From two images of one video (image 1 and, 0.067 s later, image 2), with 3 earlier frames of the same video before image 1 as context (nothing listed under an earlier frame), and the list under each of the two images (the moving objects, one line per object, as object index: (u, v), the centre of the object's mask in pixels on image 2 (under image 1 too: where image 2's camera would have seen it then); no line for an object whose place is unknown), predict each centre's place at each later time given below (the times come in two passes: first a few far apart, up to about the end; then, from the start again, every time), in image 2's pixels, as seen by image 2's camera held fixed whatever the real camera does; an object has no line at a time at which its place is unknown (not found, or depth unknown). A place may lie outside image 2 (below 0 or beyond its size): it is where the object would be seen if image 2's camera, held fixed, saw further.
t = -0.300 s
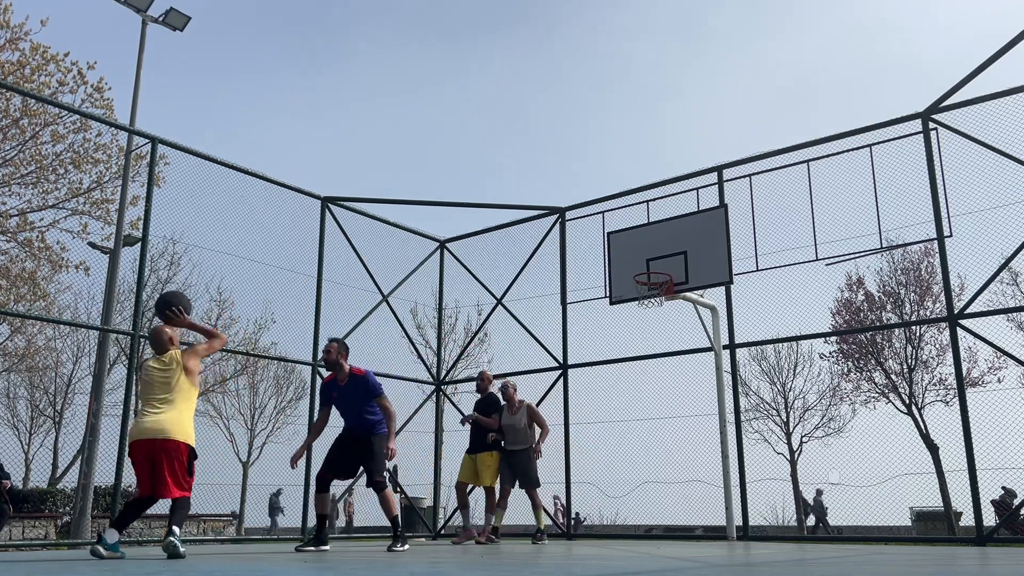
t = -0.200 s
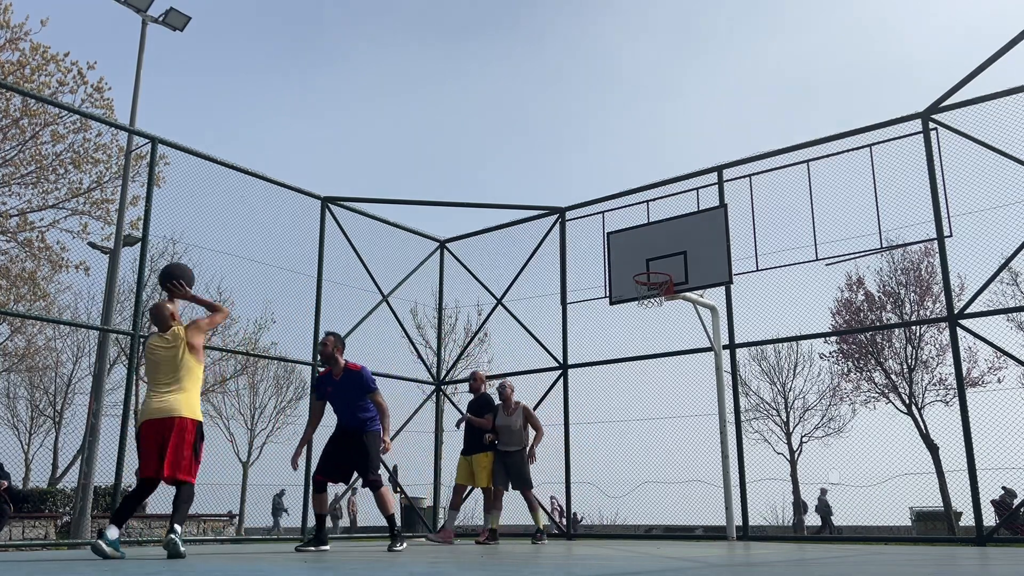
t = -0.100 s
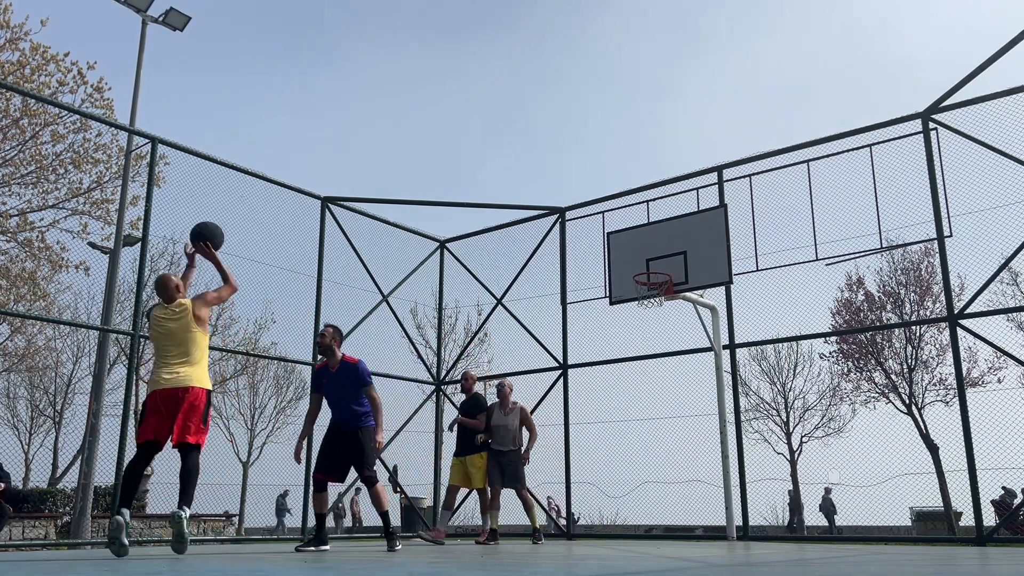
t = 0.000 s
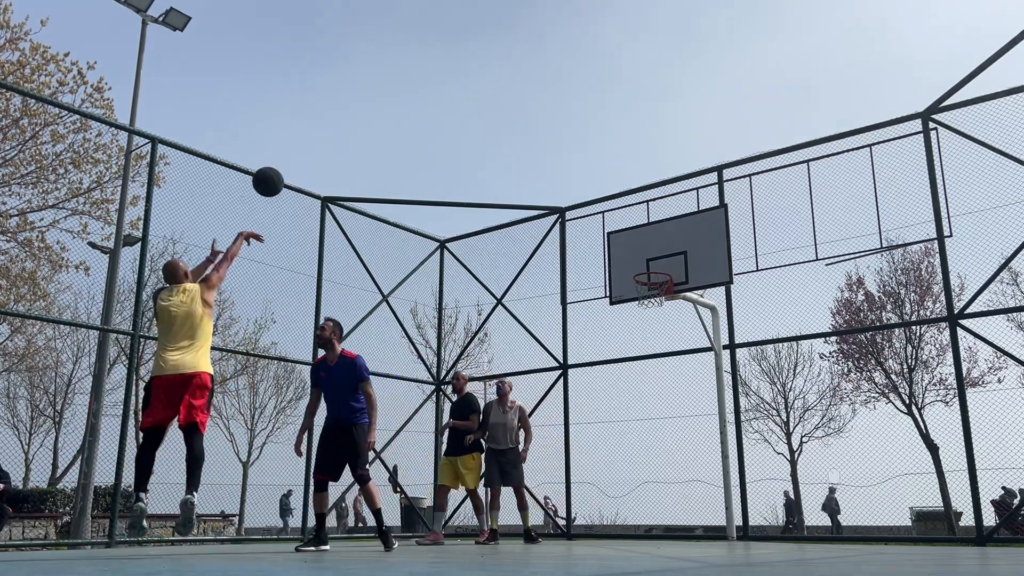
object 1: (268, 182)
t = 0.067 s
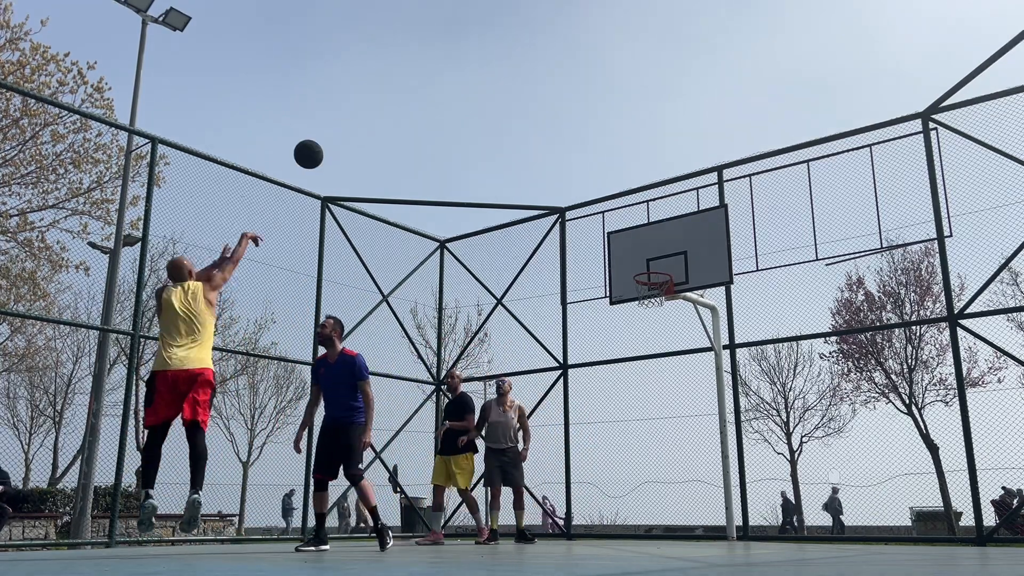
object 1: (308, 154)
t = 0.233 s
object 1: (392, 113)
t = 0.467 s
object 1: (483, 104)
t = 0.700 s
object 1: (554, 137)
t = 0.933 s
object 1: (615, 203)
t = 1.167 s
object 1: (648, 281)
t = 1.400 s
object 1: (640, 329)
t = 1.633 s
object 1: (641, 422)
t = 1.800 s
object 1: (642, 523)
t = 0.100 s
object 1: (327, 143)
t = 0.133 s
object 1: (345, 133)
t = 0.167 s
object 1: (361, 125)
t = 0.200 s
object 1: (377, 118)
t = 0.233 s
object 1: (392, 113)
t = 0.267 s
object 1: (407, 108)
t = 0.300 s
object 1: (421, 105)
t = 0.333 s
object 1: (434, 103)
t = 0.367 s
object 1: (447, 102)
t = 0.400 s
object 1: (459, 102)
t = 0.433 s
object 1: (471, 102)
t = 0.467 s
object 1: (483, 104)
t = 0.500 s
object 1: (494, 106)
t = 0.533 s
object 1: (505, 110)
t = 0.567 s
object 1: (515, 114)
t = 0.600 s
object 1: (525, 118)
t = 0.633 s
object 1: (535, 124)
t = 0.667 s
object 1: (545, 130)
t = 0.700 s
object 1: (554, 137)
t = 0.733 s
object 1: (564, 144)
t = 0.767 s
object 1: (573, 152)
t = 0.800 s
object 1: (581, 161)
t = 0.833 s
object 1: (590, 171)
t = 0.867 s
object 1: (599, 181)
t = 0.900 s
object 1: (607, 191)
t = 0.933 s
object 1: (615, 203)
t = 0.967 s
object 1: (623, 214)
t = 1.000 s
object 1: (631, 227)
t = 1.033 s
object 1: (638, 240)
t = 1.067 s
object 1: (647, 253)
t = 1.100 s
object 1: (654, 265)
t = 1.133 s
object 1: (656, 279)
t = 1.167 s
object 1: (648, 281)
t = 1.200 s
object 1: (639, 285)
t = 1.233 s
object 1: (639, 292)
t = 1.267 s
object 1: (640, 297)
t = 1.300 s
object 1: (640, 304)
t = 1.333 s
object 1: (640, 311)
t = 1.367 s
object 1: (640, 320)
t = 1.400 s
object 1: (640, 329)
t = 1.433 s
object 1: (640, 340)
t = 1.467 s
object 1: (640, 351)
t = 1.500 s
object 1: (640, 363)
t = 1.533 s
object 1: (640, 376)
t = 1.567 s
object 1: (640, 391)
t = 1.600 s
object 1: (641, 406)
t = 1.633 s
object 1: (641, 422)
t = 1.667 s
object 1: (641, 440)
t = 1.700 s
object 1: (641, 459)
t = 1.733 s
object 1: (641, 479)
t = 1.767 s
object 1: (642, 500)
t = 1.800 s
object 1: (642, 523)
